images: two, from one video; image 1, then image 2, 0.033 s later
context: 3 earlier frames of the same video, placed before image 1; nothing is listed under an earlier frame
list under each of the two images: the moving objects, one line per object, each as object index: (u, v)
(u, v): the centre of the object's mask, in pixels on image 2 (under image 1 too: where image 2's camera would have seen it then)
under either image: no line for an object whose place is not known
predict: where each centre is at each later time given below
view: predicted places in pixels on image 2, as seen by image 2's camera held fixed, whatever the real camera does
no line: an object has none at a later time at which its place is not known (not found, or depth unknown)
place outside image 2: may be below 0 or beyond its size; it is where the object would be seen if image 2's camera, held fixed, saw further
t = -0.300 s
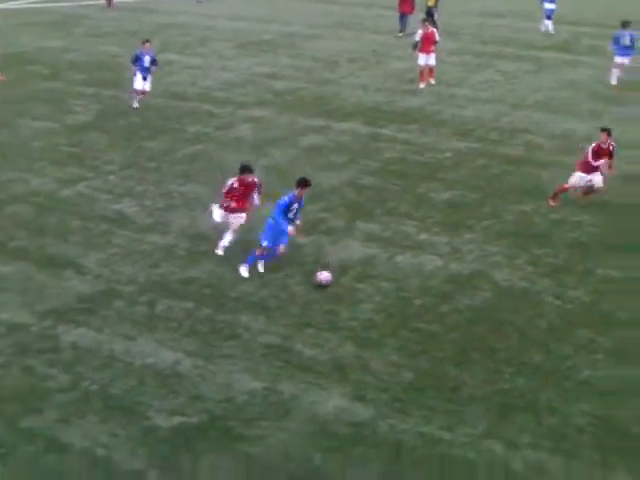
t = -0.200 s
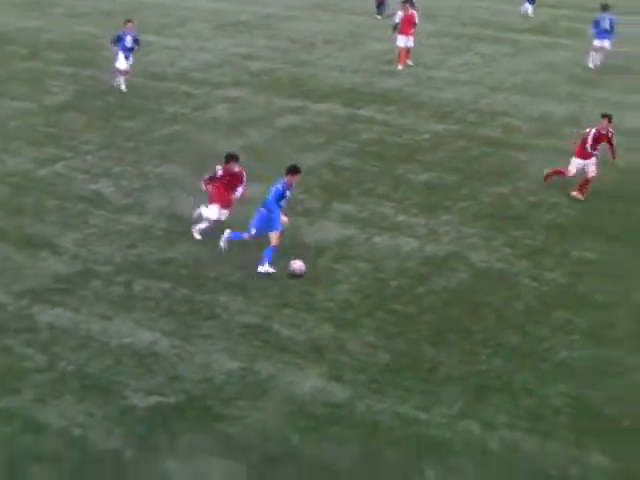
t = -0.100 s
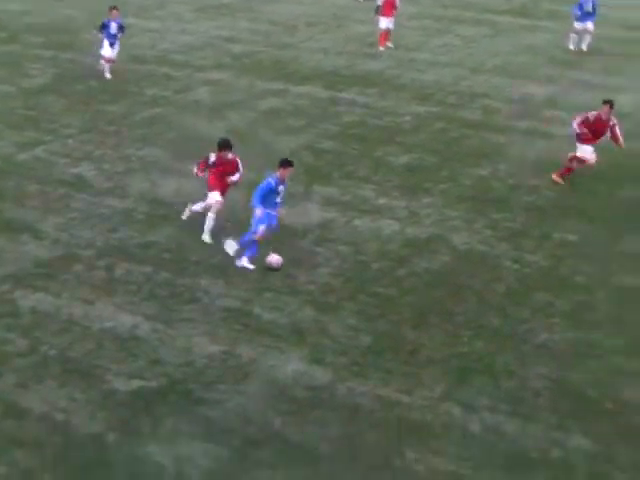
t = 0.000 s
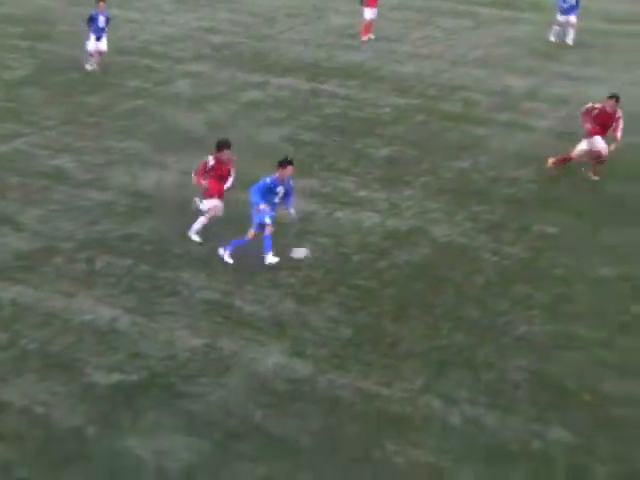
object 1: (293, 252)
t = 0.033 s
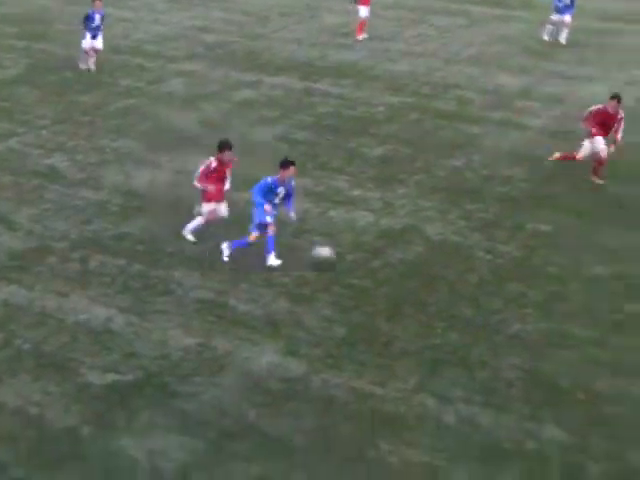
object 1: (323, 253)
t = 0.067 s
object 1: (352, 252)
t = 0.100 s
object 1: (382, 253)
